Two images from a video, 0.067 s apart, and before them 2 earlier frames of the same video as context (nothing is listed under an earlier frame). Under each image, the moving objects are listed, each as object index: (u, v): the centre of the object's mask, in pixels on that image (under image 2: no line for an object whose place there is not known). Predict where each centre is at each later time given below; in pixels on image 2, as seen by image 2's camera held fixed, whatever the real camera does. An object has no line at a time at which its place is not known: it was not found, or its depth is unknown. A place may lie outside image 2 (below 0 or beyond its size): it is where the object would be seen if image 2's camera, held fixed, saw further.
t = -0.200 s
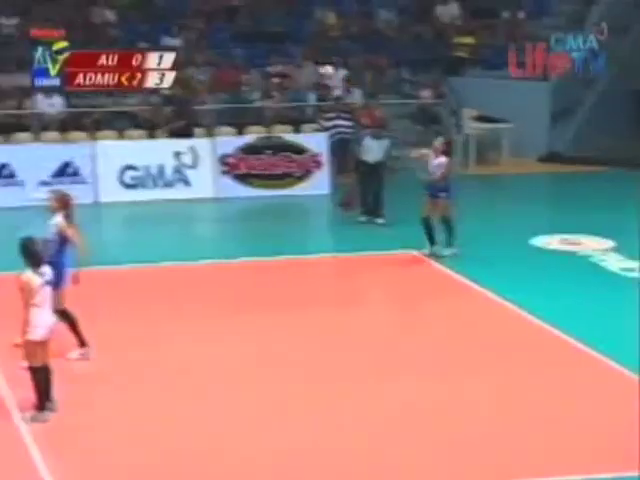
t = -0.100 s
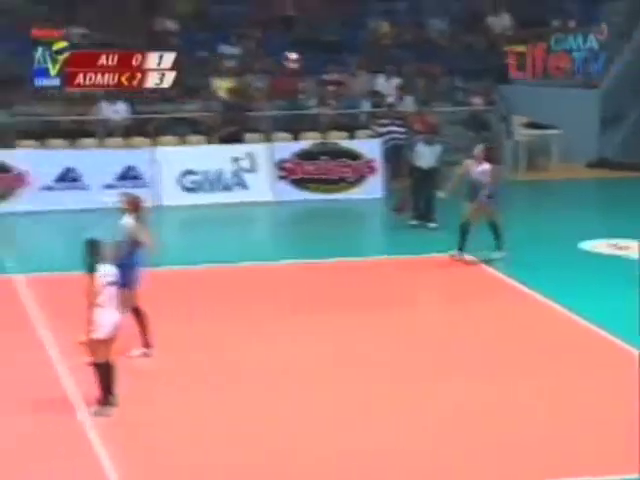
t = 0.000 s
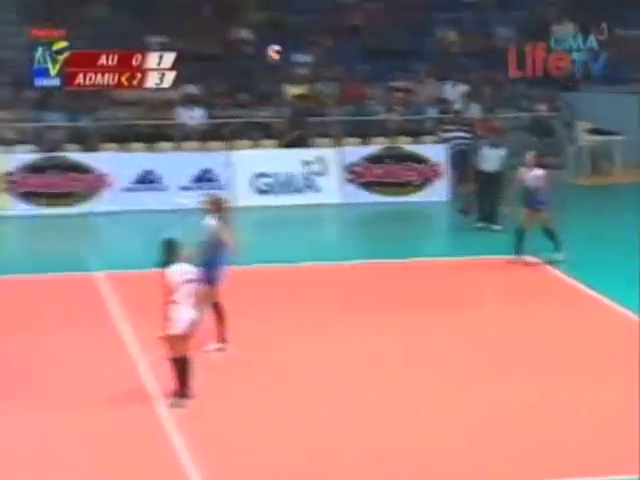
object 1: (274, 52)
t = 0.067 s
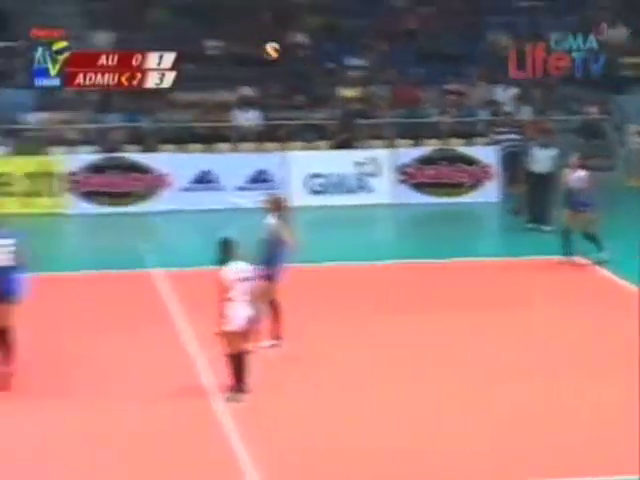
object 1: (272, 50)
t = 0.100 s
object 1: (241, 50)
